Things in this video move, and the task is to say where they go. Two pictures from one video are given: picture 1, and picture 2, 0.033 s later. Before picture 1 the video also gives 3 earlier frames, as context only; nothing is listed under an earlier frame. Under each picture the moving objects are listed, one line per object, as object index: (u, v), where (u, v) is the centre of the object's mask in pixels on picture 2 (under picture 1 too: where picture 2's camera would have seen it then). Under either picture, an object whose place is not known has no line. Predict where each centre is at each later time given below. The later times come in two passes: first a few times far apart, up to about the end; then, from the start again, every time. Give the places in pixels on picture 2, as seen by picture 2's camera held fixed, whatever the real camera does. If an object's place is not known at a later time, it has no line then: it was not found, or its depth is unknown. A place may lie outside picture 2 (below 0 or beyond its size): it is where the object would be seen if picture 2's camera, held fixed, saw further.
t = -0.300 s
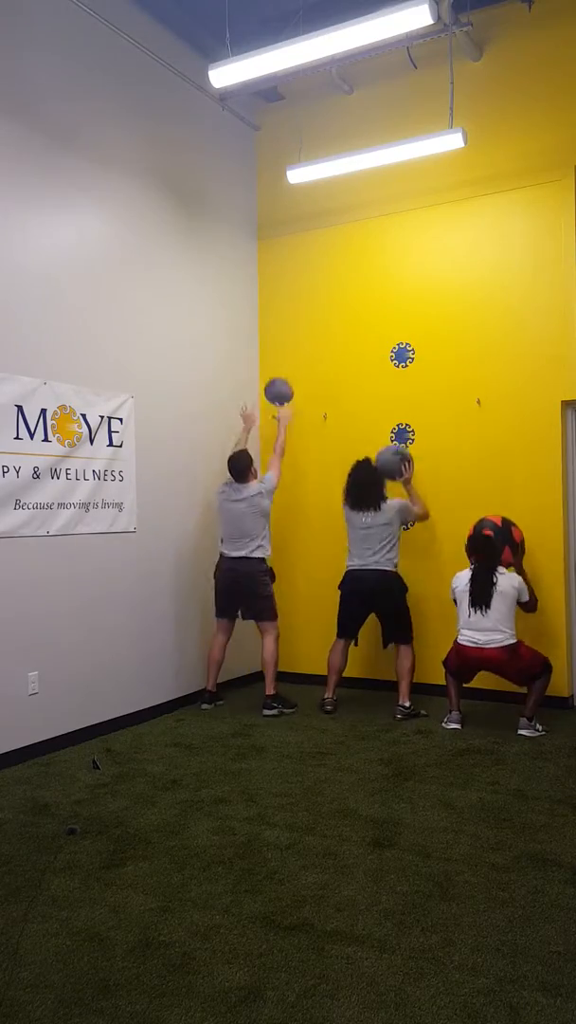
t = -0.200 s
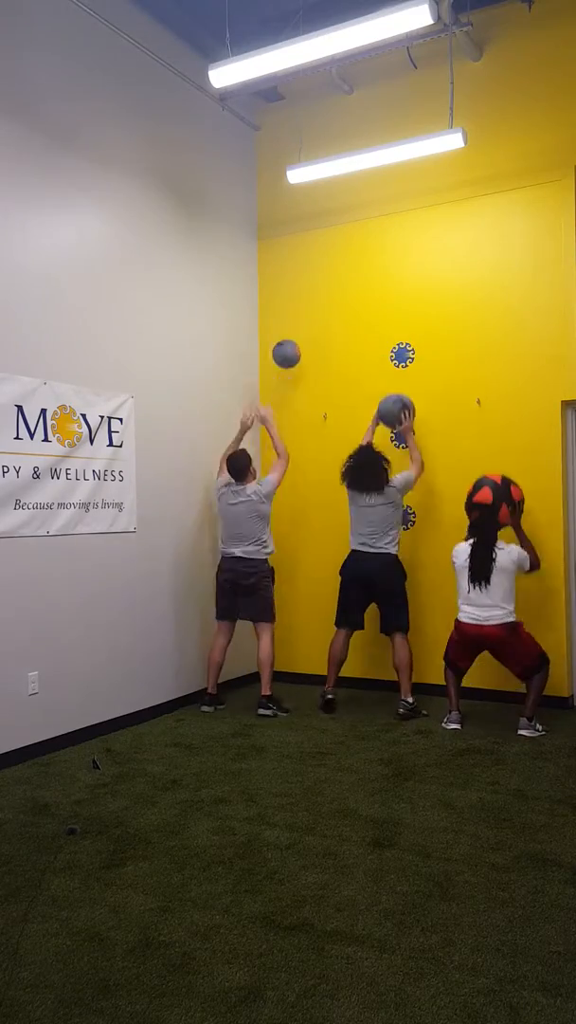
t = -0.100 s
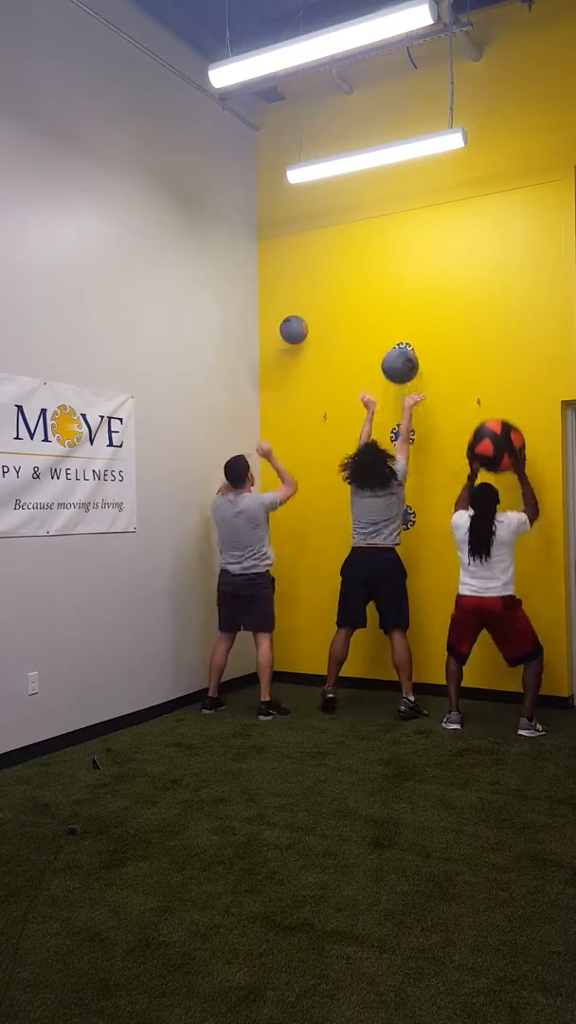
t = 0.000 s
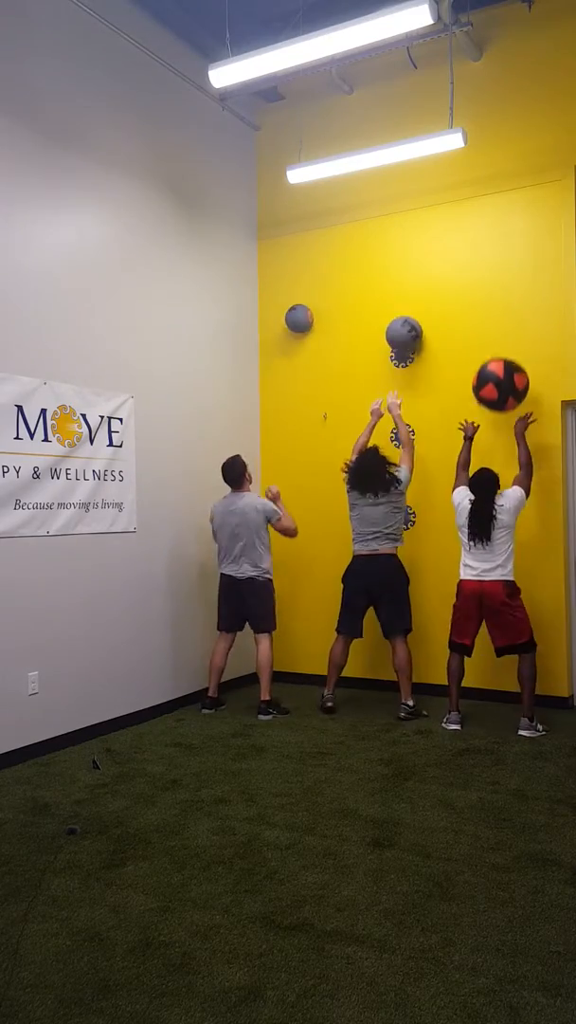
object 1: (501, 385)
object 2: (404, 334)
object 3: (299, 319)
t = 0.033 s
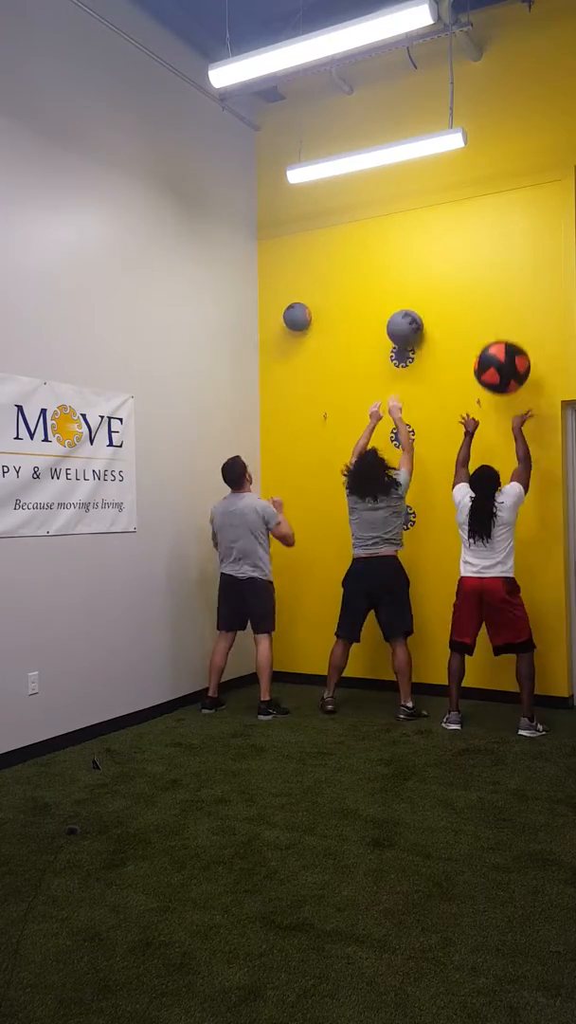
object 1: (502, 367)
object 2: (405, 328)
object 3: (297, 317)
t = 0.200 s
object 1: (510, 305)
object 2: (398, 320)
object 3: (288, 329)
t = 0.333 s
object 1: (511, 288)
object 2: (392, 341)
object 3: (281, 365)
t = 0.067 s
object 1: (504, 351)
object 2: (403, 323)
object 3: (295, 316)
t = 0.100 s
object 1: (505, 337)
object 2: (402, 321)
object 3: (293, 317)
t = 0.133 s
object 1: (507, 325)
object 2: (401, 319)
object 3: (291, 320)
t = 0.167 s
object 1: (508, 314)
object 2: (399, 319)
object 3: (290, 324)
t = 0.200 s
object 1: (510, 305)
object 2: (398, 320)
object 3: (288, 329)
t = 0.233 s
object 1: (512, 297)
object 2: (396, 323)
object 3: (286, 336)
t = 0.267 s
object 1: (512, 292)
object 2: (395, 328)
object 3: (284, 344)
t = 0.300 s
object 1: (511, 289)
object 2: (393, 334)
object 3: (283, 354)
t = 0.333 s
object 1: (511, 288)
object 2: (392, 341)
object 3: (281, 365)
